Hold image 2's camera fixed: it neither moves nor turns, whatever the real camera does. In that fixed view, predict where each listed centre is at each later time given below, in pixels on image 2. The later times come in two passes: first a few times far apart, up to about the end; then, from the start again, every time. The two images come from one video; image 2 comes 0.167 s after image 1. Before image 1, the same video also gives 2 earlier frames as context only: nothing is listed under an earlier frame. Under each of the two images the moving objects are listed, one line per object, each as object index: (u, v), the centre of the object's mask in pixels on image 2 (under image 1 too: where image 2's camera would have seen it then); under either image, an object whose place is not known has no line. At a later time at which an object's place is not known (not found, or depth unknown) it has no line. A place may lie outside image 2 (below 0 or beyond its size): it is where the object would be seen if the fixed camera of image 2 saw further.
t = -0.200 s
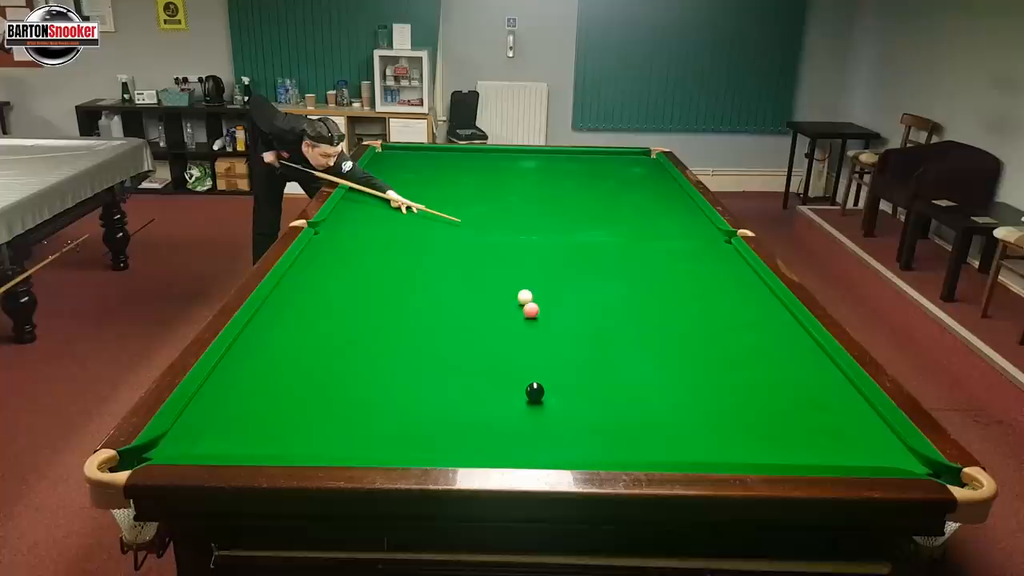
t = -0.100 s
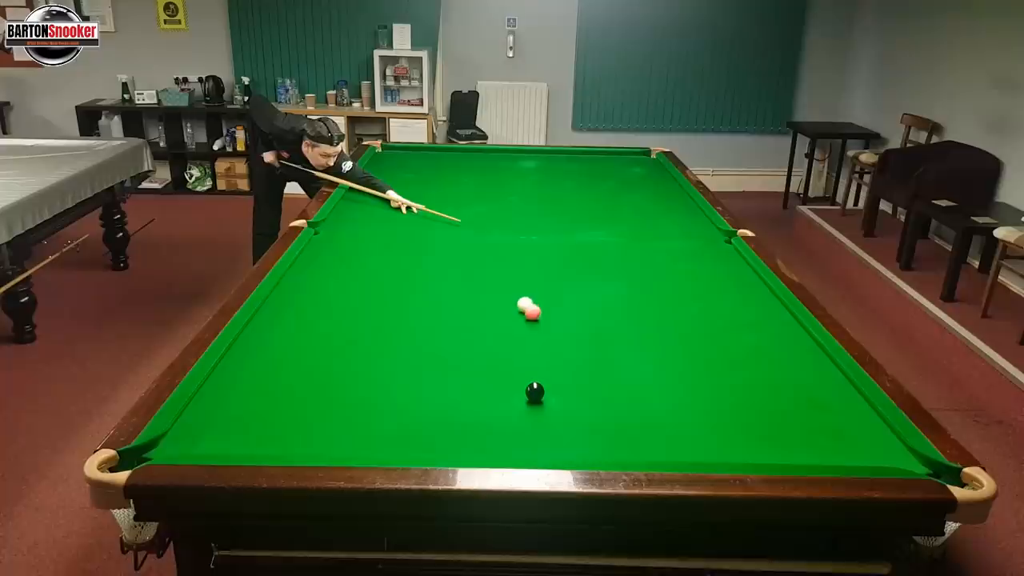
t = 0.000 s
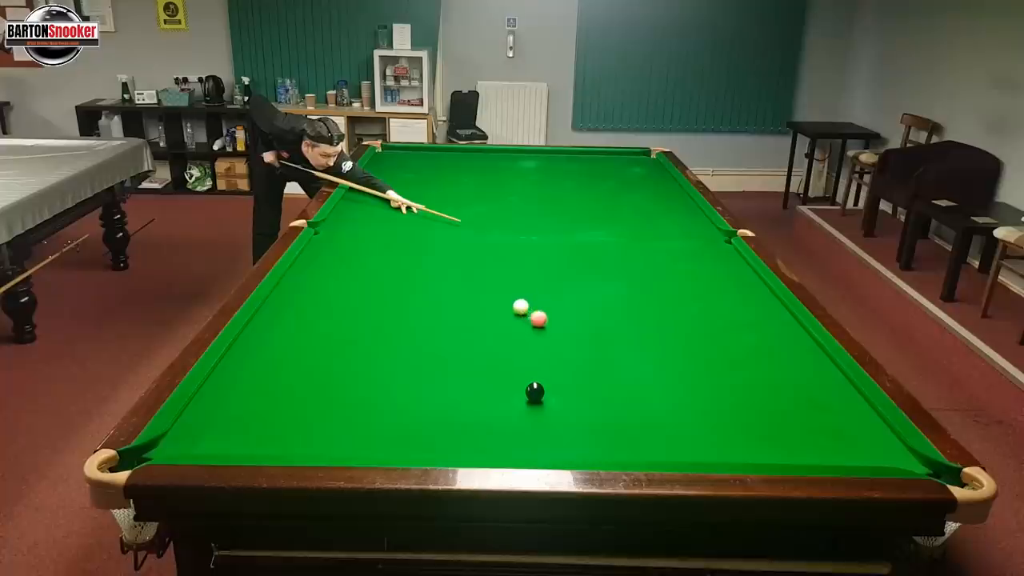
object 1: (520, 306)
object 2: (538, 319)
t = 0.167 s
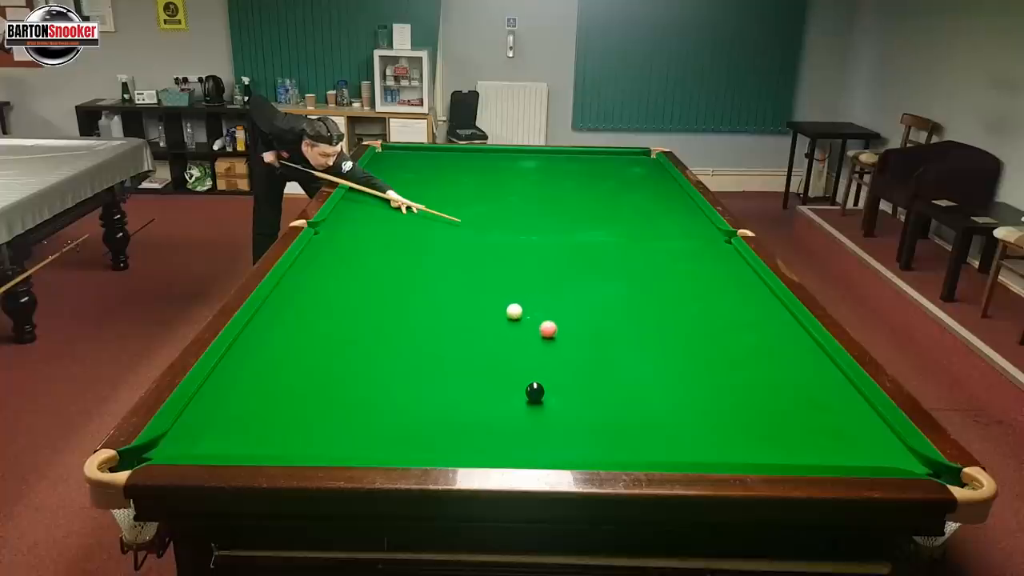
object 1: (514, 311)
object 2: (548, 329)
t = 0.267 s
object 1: (510, 314)
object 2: (554, 336)
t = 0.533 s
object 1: (500, 321)
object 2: (570, 353)
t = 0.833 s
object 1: (490, 328)
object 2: (588, 374)
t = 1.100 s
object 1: (481, 334)
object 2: (606, 393)
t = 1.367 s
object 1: (473, 340)
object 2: (623, 413)
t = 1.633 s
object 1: (465, 345)
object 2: (641, 433)
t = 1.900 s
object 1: (458, 349)
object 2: (659, 451)
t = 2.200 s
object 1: (450, 353)
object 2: (668, 448)
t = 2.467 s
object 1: (445, 356)
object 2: (671, 437)
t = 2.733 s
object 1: (441, 358)
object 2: (673, 429)
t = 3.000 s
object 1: (437, 359)
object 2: (676, 422)
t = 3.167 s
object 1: (436, 359)
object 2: (678, 419)
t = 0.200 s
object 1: (513, 312)
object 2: (550, 331)
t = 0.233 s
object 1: (511, 313)
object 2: (552, 334)
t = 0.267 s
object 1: (510, 314)
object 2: (554, 336)
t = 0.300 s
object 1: (509, 315)
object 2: (556, 338)
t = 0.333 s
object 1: (508, 316)
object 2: (558, 340)
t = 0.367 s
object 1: (507, 317)
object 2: (560, 342)
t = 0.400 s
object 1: (505, 318)
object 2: (562, 345)
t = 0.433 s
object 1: (504, 319)
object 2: (564, 347)
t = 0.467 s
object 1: (503, 319)
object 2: (566, 349)
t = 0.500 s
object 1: (502, 320)
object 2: (568, 351)
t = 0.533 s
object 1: (500, 321)
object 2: (570, 353)
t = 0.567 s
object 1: (499, 322)
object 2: (572, 355)
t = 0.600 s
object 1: (498, 323)
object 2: (574, 358)
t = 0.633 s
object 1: (497, 324)
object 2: (576, 360)
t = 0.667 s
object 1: (496, 324)
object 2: (578, 362)
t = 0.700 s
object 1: (495, 325)
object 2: (580, 365)
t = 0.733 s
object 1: (493, 326)
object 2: (582, 367)
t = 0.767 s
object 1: (492, 327)
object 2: (584, 369)
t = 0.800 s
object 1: (491, 328)
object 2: (586, 372)
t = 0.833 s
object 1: (490, 328)
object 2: (588, 374)
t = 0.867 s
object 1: (489, 329)
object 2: (591, 377)
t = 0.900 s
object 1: (487, 330)
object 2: (593, 379)
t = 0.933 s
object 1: (486, 331)
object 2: (595, 381)
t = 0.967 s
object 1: (485, 331)
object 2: (597, 384)
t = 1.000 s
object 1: (484, 332)
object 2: (599, 386)
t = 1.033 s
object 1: (483, 333)
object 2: (601, 388)
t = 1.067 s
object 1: (482, 334)
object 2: (604, 391)
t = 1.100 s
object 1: (481, 334)
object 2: (606, 393)
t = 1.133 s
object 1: (480, 335)
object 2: (608, 396)
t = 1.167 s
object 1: (479, 336)
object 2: (610, 398)
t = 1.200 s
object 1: (478, 336)
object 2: (612, 400)
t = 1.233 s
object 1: (477, 337)
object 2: (614, 403)
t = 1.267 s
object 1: (476, 338)
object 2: (617, 405)
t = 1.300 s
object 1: (475, 338)
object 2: (619, 408)
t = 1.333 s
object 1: (474, 339)
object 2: (621, 411)
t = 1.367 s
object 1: (473, 340)
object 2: (623, 413)
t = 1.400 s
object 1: (472, 340)
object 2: (625, 415)
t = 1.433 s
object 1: (471, 341)
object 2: (627, 418)
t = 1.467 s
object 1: (469, 342)
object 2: (630, 420)
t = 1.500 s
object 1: (469, 342)
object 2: (632, 423)
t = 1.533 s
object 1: (468, 343)
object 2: (634, 425)
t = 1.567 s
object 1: (467, 343)
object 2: (636, 428)
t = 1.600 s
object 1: (466, 344)
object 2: (639, 431)
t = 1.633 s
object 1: (465, 345)
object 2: (641, 433)
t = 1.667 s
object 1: (464, 345)
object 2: (643, 436)
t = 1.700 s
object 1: (463, 346)
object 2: (646, 438)
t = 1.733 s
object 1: (462, 346)
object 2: (648, 441)
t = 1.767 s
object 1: (461, 347)
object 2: (650, 443)
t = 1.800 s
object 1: (461, 347)
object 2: (652, 446)
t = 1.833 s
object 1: (460, 348)
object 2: (655, 448)
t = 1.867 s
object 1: (459, 348)
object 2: (657, 450)
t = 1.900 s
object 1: (458, 349)
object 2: (659, 451)
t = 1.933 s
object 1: (457, 350)
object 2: (662, 453)
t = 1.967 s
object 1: (456, 350)
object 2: (664, 454)
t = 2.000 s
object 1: (456, 350)
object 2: (665, 454)
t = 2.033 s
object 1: (455, 351)
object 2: (665, 453)
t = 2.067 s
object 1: (454, 352)
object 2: (666, 452)
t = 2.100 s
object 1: (452, 352)
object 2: (666, 450)
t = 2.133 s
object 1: (452, 353)
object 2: (667, 449)
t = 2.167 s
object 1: (451, 353)
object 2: (667, 448)
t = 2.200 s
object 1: (450, 353)
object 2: (668, 448)
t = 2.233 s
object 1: (449, 354)
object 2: (668, 447)
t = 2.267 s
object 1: (449, 354)
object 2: (668, 444)
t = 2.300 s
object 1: (448, 354)
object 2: (669, 443)
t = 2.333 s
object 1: (448, 355)
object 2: (669, 442)
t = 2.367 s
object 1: (447, 355)
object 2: (669, 440)
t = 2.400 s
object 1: (446, 355)
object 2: (670, 439)
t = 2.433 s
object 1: (445, 356)
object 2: (670, 438)
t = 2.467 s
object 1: (445, 356)
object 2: (671, 437)
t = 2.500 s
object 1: (444, 356)
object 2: (671, 436)
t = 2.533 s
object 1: (444, 356)
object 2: (671, 434)
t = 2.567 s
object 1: (443, 357)
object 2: (672, 434)
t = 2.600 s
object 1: (443, 357)
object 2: (672, 433)
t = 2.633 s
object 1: (442, 357)
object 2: (672, 432)
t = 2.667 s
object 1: (442, 357)
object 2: (673, 431)
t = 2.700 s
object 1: (441, 357)
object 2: (673, 430)
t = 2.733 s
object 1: (441, 358)
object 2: (673, 429)
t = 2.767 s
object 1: (440, 358)
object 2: (674, 428)
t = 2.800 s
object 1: (440, 358)
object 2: (674, 427)
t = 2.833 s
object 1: (439, 358)
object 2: (674, 426)
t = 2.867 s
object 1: (439, 358)
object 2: (675, 425)
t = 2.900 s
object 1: (438, 358)
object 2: (675, 424)
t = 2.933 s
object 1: (438, 358)
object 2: (676, 424)
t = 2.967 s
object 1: (438, 359)
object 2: (676, 423)
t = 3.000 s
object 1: (437, 359)
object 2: (676, 422)
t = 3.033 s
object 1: (437, 359)
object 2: (676, 422)
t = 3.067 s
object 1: (437, 359)
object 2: (677, 421)
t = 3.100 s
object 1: (437, 359)
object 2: (677, 421)
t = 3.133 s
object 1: (437, 359)
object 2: (678, 420)
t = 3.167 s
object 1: (436, 359)
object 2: (678, 419)
